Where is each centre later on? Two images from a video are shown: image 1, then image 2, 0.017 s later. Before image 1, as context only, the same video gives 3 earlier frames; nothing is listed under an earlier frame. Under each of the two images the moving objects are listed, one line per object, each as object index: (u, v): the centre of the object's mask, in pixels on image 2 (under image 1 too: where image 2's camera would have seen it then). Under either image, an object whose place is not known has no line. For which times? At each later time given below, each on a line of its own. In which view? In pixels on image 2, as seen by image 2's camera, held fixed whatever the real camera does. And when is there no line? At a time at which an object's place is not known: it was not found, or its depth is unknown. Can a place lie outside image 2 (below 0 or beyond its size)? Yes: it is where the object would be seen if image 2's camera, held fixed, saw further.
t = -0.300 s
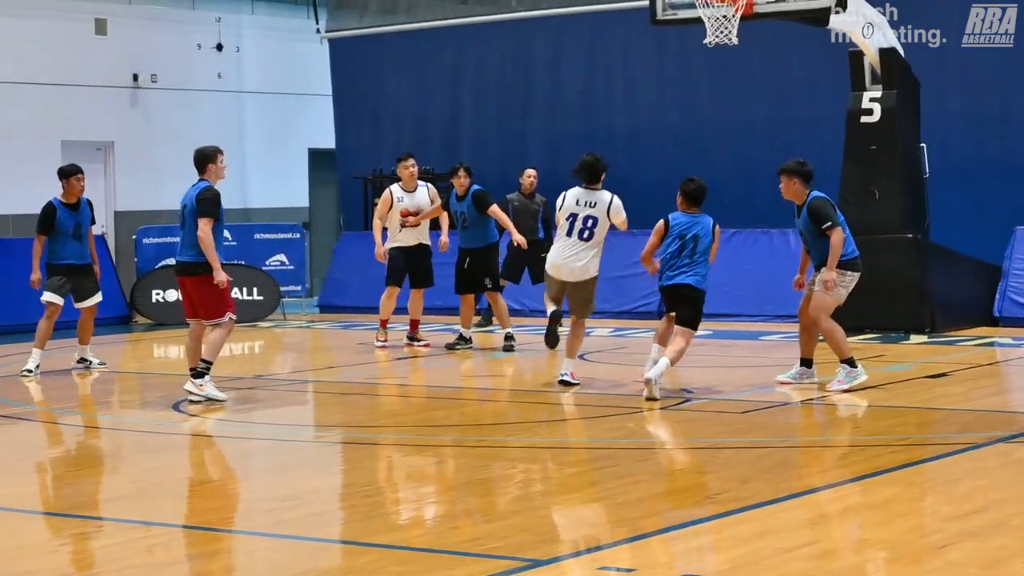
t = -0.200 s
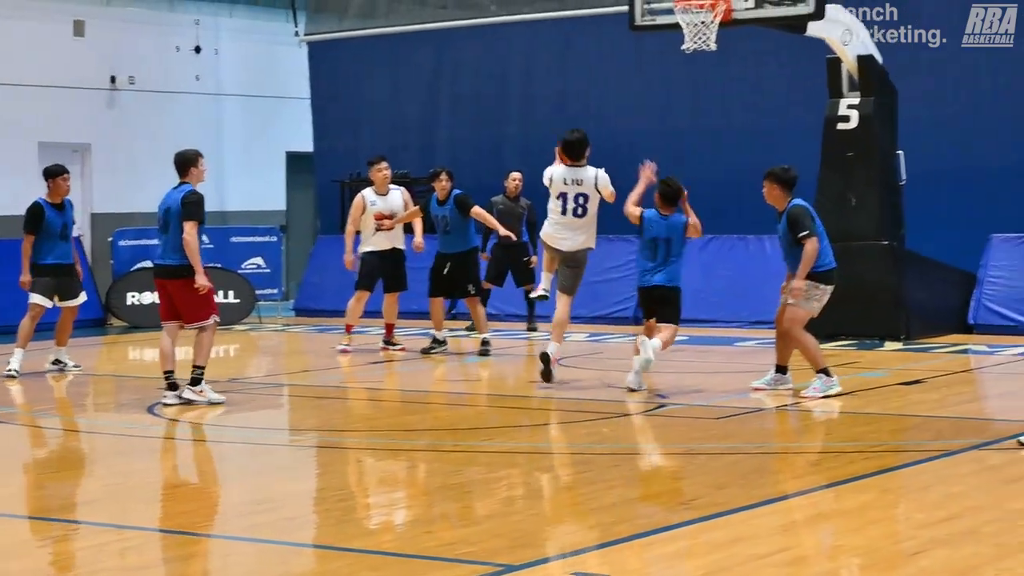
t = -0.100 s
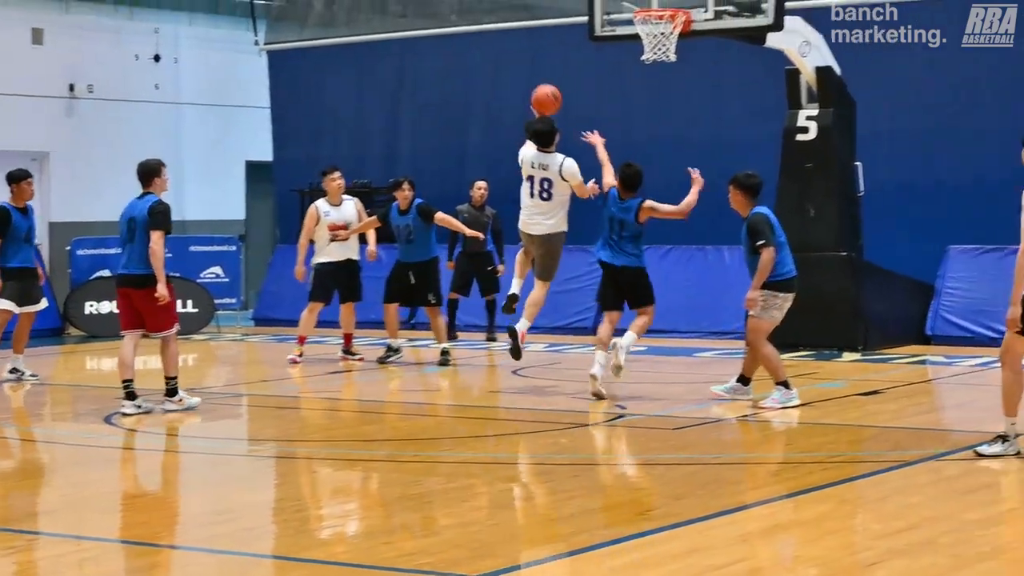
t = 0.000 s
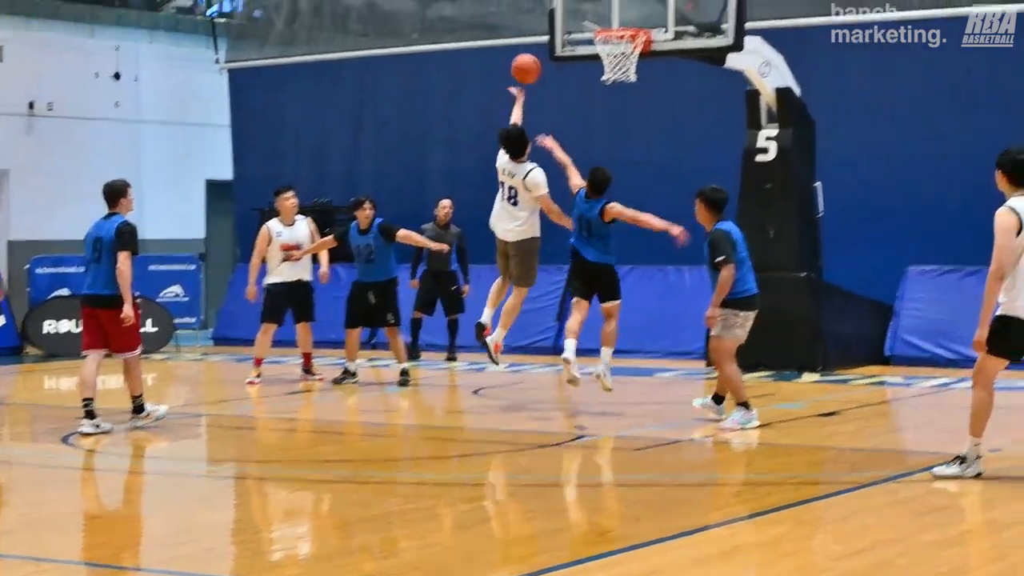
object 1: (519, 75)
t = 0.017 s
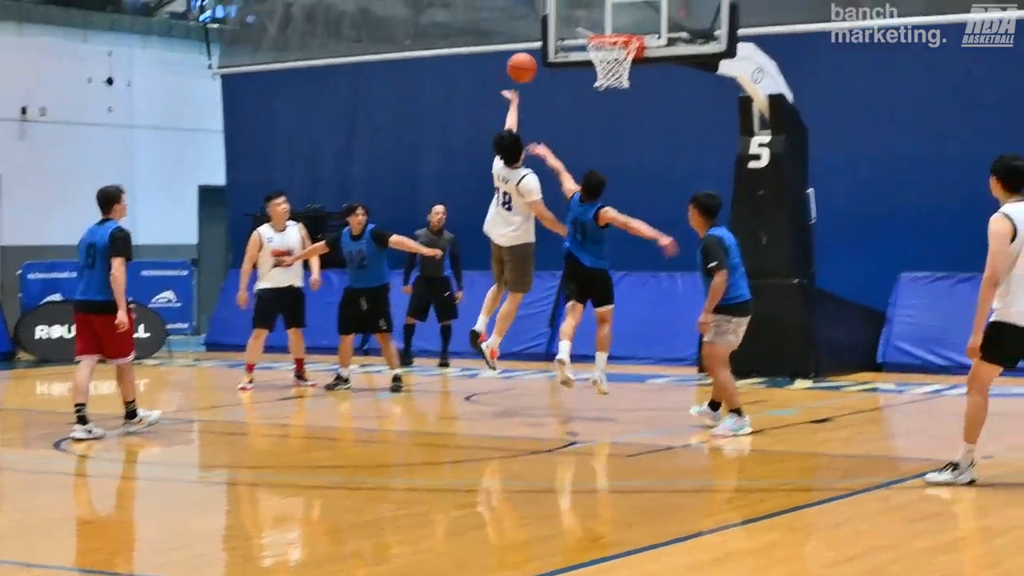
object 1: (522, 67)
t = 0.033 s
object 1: (524, 61)
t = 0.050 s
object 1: (527, 54)
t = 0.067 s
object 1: (528, 47)
